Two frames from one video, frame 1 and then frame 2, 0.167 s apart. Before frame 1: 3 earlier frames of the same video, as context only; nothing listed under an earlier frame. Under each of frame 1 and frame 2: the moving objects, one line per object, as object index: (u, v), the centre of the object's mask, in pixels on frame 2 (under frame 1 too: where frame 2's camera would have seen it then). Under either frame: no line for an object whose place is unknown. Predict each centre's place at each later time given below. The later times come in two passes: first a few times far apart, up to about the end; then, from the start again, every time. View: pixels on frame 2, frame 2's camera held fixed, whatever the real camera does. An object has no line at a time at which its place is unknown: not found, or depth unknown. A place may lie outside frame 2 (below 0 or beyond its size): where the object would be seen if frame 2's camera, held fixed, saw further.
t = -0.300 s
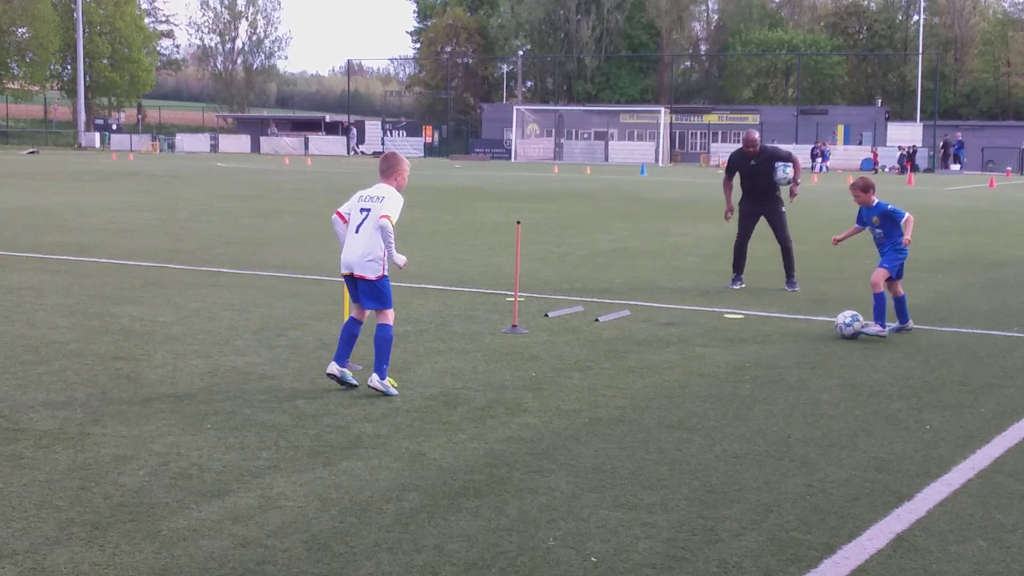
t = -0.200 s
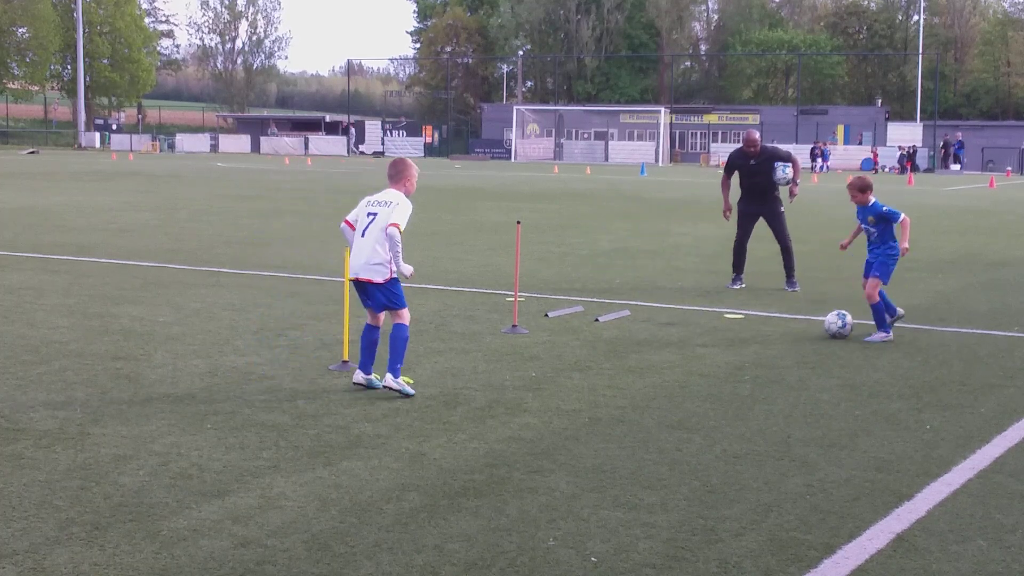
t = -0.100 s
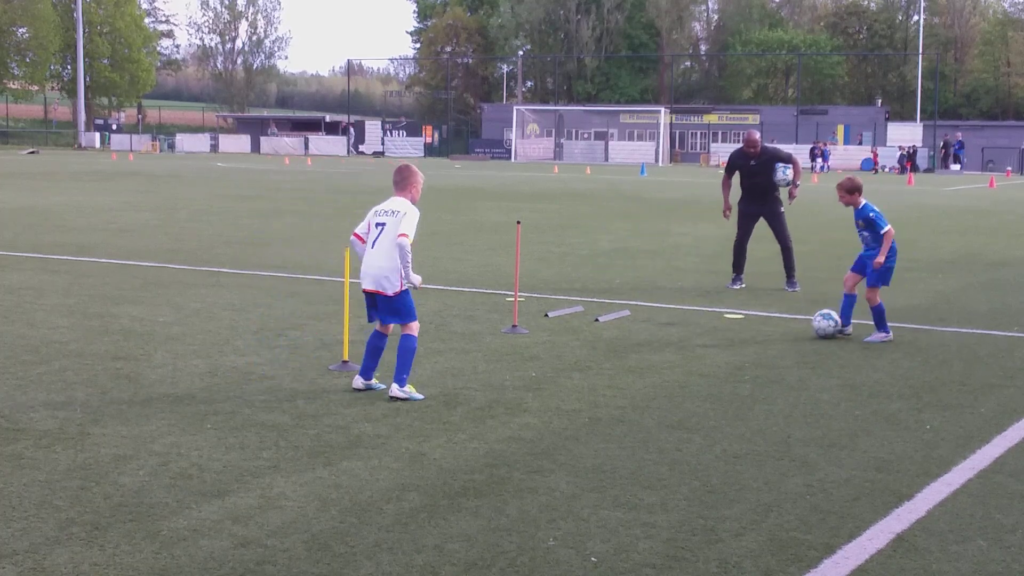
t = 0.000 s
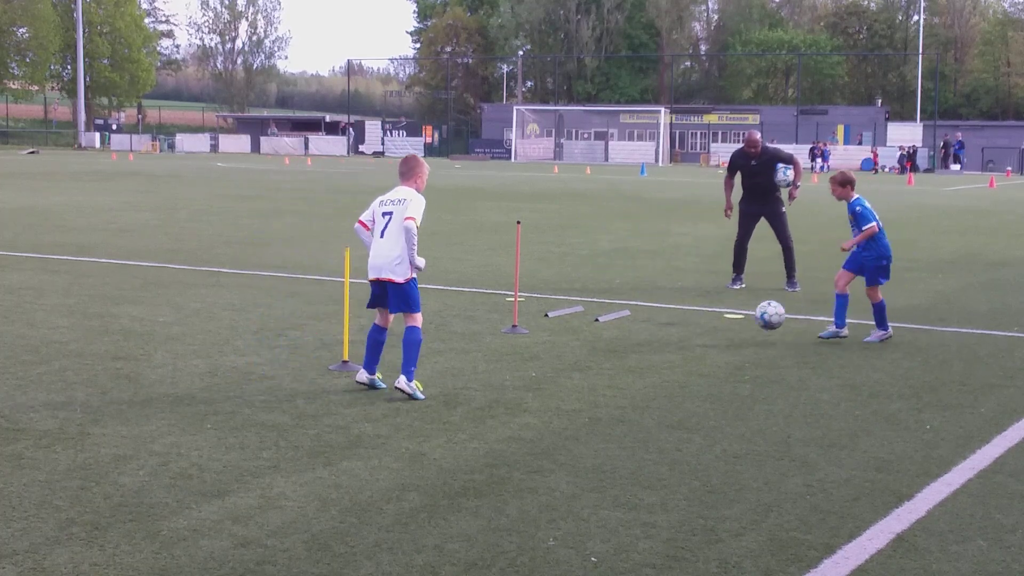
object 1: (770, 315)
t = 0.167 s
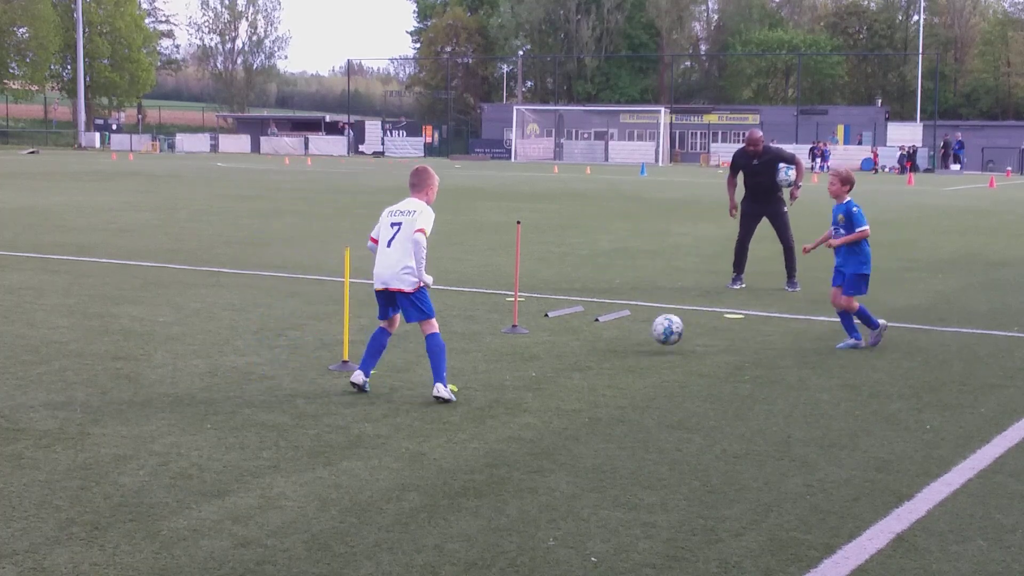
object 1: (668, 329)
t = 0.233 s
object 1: (626, 341)
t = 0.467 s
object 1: (510, 345)
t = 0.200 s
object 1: (646, 337)
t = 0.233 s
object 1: (626, 341)
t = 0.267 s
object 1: (610, 337)
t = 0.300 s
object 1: (594, 334)
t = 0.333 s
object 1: (578, 334)
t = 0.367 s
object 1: (561, 334)
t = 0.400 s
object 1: (544, 336)
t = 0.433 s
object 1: (527, 340)
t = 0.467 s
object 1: (510, 345)
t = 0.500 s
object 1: (492, 352)
